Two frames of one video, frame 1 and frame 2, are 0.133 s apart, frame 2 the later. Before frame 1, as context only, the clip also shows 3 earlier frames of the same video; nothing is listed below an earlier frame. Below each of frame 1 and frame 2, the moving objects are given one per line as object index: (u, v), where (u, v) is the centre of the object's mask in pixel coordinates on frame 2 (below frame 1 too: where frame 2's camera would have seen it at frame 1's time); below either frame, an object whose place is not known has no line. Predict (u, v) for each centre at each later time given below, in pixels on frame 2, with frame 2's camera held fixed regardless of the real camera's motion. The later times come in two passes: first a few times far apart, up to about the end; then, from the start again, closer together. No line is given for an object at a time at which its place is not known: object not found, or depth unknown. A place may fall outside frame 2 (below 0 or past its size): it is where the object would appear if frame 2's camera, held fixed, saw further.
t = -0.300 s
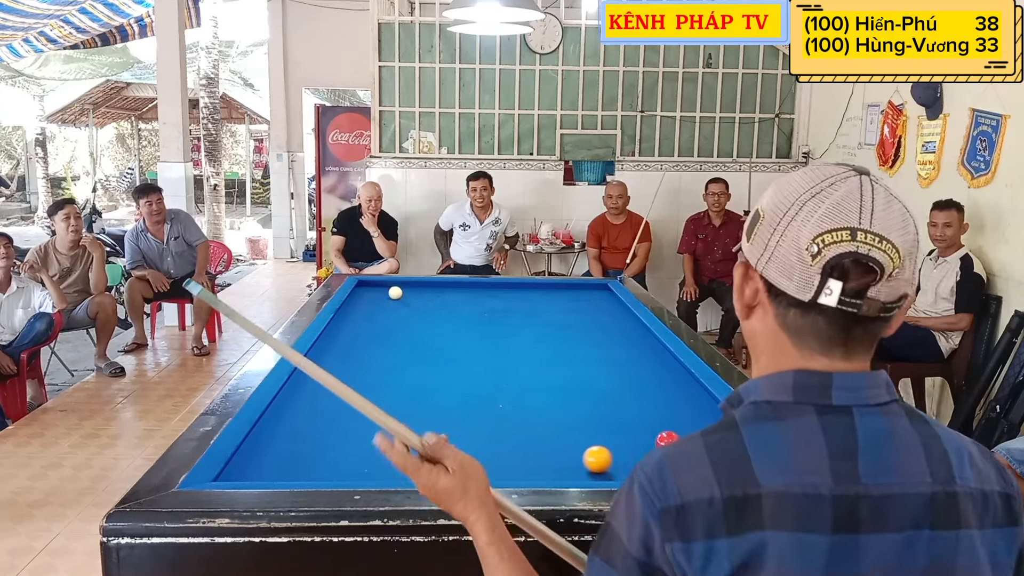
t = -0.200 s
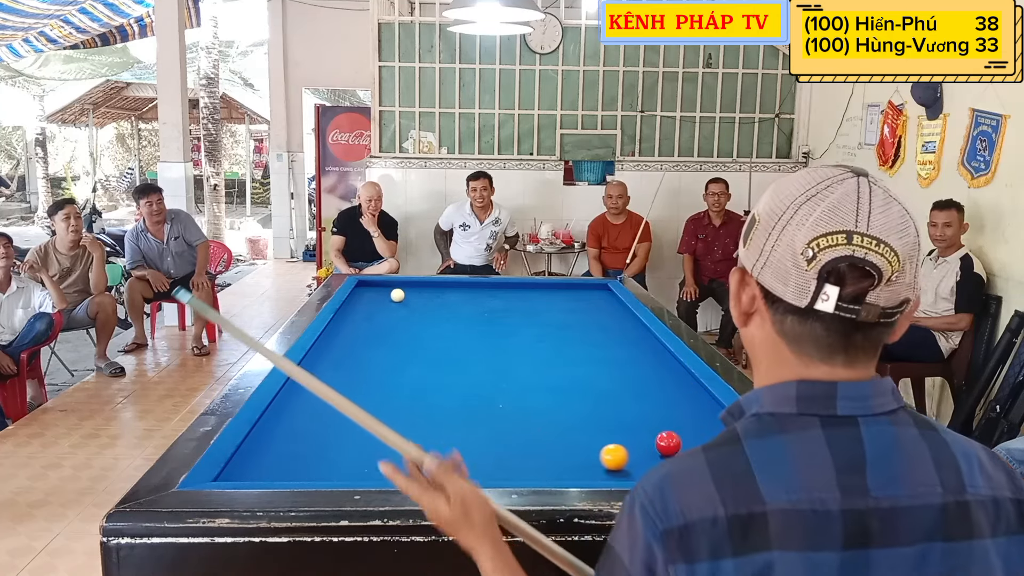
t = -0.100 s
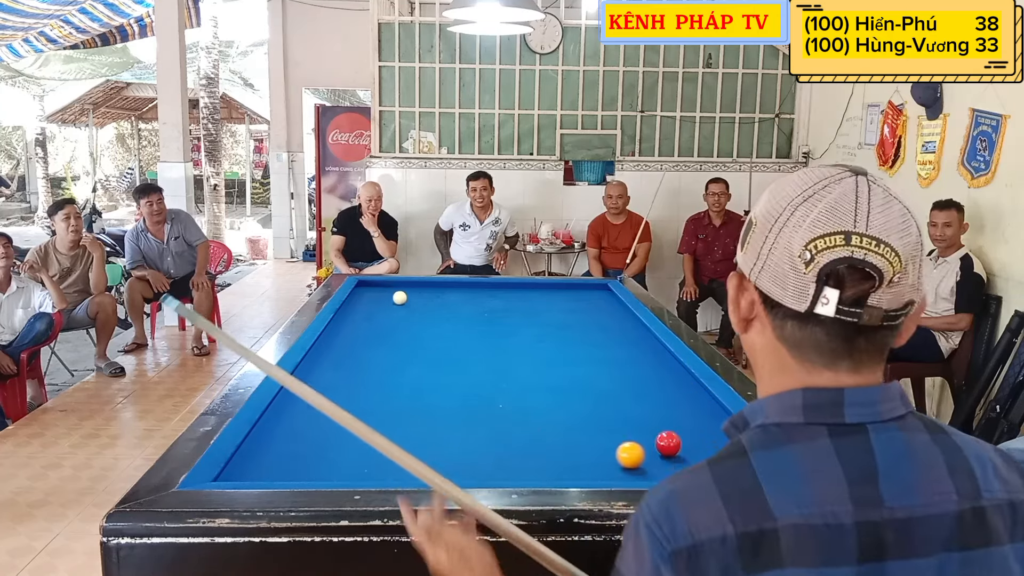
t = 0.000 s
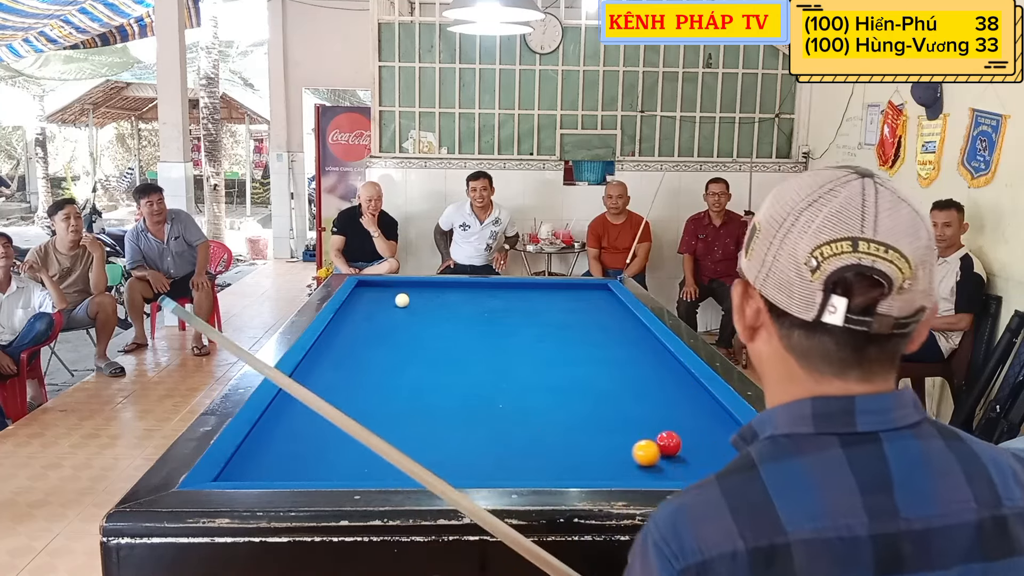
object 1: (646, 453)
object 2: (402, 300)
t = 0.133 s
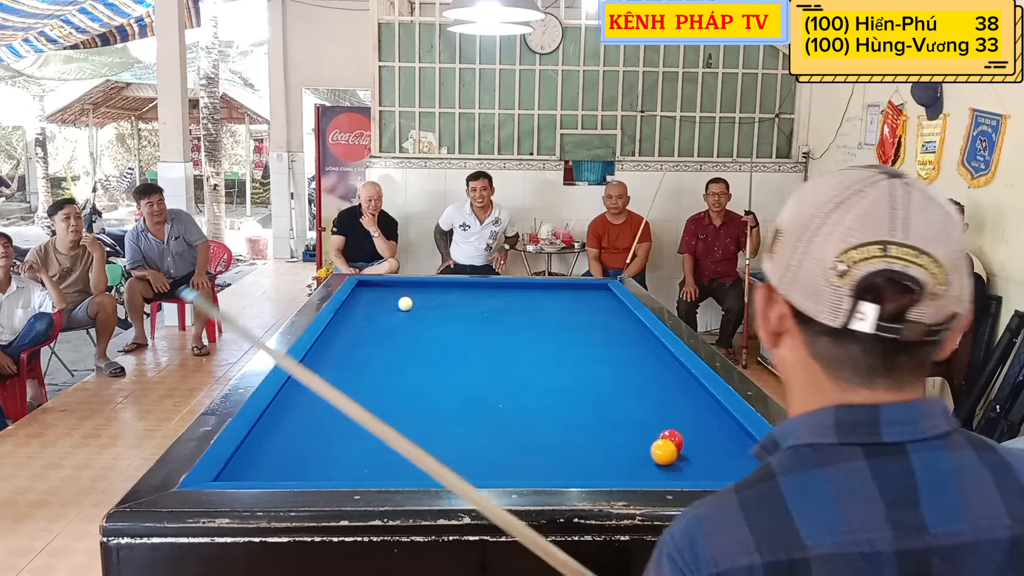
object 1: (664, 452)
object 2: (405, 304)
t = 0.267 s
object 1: (678, 453)
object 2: (408, 307)
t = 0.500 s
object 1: (702, 455)
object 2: (414, 314)
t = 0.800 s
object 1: (732, 458)
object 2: (423, 323)
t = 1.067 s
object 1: (758, 460)
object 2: (431, 331)
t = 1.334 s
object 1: (755, 460)
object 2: (439, 340)
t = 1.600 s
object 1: (746, 459)
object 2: (448, 349)
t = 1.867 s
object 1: (738, 459)
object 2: (457, 359)
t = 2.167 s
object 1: (730, 459)
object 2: (468, 371)
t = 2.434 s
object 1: (725, 458)
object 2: (479, 382)
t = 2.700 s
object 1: (721, 458)
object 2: (491, 393)
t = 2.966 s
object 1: (719, 458)
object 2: (503, 406)
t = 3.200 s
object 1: (718, 458)
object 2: (514, 417)
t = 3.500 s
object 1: (718, 458)
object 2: (530, 433)
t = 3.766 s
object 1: (718, 458)
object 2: (545, 447)
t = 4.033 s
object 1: (718, 458)
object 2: (560, 463)
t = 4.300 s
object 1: (718, 458)
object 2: (577, 474)
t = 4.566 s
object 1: (718, 458)
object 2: (581, 470)
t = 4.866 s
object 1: (718, 458)
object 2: (586, 463)
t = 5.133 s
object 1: (718, 458)
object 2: (589, 456)
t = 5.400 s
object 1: (718, 458)
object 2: (593, 451)
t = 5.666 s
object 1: (718, 458)
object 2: (596, 446)
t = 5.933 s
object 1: (718, 458)
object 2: (599, 442)
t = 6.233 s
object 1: (718, 458)
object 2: (603, 438)
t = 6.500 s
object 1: (718, 458)
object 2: (607, 435)
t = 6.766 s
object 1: (718, 458)
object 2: (610, 432)
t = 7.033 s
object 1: (718, 458)
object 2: (613, 430)
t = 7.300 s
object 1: (718, 458)
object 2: (615, 428)
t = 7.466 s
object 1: (718, 458)
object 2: (616, 427)
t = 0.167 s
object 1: (667, 453)
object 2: (406, 305)
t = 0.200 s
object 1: (671, 453)
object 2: (407, 306)
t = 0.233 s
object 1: (675, 453)
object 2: (408, 306)
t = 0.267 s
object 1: (678, 453)
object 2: (408, 307)
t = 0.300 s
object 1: (682, 454)
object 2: (409, 308)
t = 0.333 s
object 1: (685, 454)
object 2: (410, 309)
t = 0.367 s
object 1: (689, 454)
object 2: (411, 310)
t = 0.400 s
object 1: (692, 454)
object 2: (412, 311)
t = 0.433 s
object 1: (696, 455)
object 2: (413, 312)
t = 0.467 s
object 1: (699, 455)
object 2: (414, 313)
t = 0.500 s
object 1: (702, 455)
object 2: (414, 314)
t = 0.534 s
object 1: (706, 456)
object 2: (415, 315)
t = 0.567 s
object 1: (709, 456)
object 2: (416, 316)
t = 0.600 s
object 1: (714, 454)
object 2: (417, 317)
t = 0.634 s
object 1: (715, 455)
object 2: (418, 318)
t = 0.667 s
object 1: (719, 457)
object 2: (419, 319)
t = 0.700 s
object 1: (723, 457)
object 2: (420, 320)
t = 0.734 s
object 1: (726, 457)
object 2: (421, 321)
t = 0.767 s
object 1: (729, 458)
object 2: (422, 322)
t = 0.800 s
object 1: (732, 458)
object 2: (423, 323)
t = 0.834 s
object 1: (736, 458)
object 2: (423, 324)
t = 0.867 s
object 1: (739, 458)
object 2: (425, 325)
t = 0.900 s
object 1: (742, 459)
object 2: (426, 326)
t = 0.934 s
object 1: (745, 459)
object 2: (427, 327)
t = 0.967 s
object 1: (748, 459)
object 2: (428, 328)
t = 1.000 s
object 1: (752, 459)
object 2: (429, 329)
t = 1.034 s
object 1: (755, 459)
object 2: (430, 330)
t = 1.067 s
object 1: (758, 460)
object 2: (431, 331)
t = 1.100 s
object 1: (761, 460)
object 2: (431, 332)
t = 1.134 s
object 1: (763, 460)
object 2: (433, 333)
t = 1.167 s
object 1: (762, 460)
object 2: (434, 334)
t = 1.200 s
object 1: (761, 460)
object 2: (435, 335)
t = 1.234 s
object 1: (759, 460)
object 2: (436, 337)
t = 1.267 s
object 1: (758, 460)
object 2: (437, 338)
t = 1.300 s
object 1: (757, 460)
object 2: (438, 339)
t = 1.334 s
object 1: (755, 460)
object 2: (439, 340)
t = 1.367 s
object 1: (754, 460)
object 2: (440, 341)
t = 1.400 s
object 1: (753, 460)
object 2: (441, 342)
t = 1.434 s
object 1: (752, 460)
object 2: (442, 343)
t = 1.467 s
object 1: (751, 459)
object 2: (443, 344)
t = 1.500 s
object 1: (749, 460)
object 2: (444, 346)
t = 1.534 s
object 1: (748, 459)
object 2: (445, 347)
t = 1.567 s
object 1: (747, 459)
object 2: (446, 348)
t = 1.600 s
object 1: (746, 459)
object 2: (448, 349)
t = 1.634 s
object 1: (745, 459)
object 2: (449, 350)
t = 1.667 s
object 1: (744, 459)
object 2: (450, 352)
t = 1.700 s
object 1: (743, 459)
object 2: (451, 353)
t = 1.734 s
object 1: (742, 459)
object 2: (452, 354)
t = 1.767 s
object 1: (741, 459)
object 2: (453, 355)
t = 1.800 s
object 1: (740, 459)
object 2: (455, 357)
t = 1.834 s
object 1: (738, 459)
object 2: (456, 358)
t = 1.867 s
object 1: (738, 459)
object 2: (457, 359)
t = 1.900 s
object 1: (737, 459)
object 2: (458, 360)
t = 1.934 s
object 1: (736, 459)
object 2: (459, 362)
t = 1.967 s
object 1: (735, 459)
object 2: (461, 363)
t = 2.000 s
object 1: (734, 459)
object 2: (462, 364)
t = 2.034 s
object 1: (733, 459)
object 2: (463, 366)
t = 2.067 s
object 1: (732, 459)
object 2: (464, 367)
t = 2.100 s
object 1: (731, 459)
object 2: (466, 368)
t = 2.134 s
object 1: (731, 459)
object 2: (467, 369)
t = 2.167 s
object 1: (730, 459)
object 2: (468, 371)
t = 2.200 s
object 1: (729, 458)
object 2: (470, 372)
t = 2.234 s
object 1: (728, 459)
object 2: (471, 373)
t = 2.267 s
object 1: (728, 459)
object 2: (472, 375)
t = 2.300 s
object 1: (727, 459)
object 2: (474, 376)
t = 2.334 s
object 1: (727, 458)
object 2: (475, 377)
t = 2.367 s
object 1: (726, 458)
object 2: (476, 379)
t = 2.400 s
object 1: (725, 458)
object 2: (478, 380)
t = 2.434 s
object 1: (725, 458)
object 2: (479, 382)
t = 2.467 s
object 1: (724, 458)
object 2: (481, 383)
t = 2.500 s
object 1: (724, 458)
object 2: (482, 385)
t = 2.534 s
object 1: (723, 458)
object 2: (483, 386)
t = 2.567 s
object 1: (723, 458)
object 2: (485, 387)
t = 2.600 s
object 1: (723, 458)
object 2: (486, 389)
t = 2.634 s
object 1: (722, 458)
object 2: (488, 390)
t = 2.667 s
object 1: (722, 458)
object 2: (489, 392)
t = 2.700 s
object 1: (721, 458)
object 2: (491, 393)
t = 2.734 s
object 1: (721, 458)
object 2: (492, 395)
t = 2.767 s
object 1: (720, 458)
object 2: (494, 396)
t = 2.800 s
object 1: (720, 458)
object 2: (495, 398)
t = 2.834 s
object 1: (720, 458)
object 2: (497, 399)
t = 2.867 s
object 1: (719, 458)
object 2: (498, 401)
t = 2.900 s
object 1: (719, 458)
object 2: (500, 403)
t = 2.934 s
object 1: (719, 458)
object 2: (501, 404)
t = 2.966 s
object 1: (719, 458)
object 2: (503, 406)
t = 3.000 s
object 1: (719, 458)
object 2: (505, 407)
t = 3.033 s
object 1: (719, 458)
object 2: (506, 409)
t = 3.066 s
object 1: (718, 458)
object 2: (508, 411)
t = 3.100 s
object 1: (718, 458)
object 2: (510, 412)
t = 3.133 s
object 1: (718, 458)
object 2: (511, 414)
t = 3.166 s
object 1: (718, 458)
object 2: (513, 415)
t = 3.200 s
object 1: (718, 458)
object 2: (514, 417)
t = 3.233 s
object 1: (718, 458)
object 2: (516, 419)
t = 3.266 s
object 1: (718, 458)
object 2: (518, 420)
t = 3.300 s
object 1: (718, 458)
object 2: (519, 422)
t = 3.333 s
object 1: (718, 458)
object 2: (521, 424)
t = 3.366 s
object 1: (718, 458)
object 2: (523, 426)
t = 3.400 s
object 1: (718, 458)
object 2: (525, 427)
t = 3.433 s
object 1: (718, 458)
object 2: (526, 429)
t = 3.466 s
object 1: (718, 458)
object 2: (528, 431)
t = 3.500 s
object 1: (718, 458)
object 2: (530, 433)
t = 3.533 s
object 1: (718, 458)
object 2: (532, 434)
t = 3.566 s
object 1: (718, 458)
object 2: (533, 436)
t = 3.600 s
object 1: (718, 458)
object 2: (535, 438)
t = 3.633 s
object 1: (718, 458)
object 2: (537, 440)
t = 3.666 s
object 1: (718, 458)
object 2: (539, 442)
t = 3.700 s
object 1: (718, 458)
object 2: (541, 444)
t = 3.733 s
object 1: (718, 458)
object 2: (543, 445)
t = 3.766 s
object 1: (718, 458)
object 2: (545, 447)
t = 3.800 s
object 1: (718, 458)
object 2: (547, 449)
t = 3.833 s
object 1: (718, 458)
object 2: (549, 451)
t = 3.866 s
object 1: (718, 458)
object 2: (550, 453)
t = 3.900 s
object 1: (718, 458)
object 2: (552, 455)
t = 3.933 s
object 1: (718, 458)
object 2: (554, 457)
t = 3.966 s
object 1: (718, 458)
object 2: (556, 459)
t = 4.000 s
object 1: (718, 458)
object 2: (558, 461)
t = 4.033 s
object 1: (718, 458)
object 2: (560, 463)
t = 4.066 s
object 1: (718, 458)
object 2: (562, 465)
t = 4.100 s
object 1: (718, 458)
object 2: (564, 467)
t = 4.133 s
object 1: (718, 458)
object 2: (566, 468)
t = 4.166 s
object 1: (718, 458)
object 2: (568, 470)
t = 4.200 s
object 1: (718, 458)
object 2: (571, 471)
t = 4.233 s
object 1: (718, 458)
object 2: (573, 472)
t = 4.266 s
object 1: (718, 458)
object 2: (575, 473)
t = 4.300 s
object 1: (718, 458)
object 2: (577, 474)
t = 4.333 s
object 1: (718, 458)
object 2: (578, 474)
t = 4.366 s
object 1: (718, 458)
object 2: (578, 473)
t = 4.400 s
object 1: (718, 458)
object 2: (579, 473)
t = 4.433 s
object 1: (718, 458)
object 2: (579, 472)
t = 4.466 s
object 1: (718, 458)
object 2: (580, 472)
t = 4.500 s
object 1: (718, 458)
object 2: (580, 471)
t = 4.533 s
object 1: (718, 458)
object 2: (581, 471)
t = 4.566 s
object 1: (718, 458)
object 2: (581, 470)
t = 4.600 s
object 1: (718, 458)
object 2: (582, 470)
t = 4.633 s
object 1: (718, 458)
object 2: (582, 469)
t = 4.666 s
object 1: (718, 458)
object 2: (583, 468)
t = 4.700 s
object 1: (718, 458)
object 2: (583, 467)
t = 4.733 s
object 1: (718, 458)
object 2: (584, 467)
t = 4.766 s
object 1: (718, 458)
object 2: (584, 466)
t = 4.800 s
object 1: (718, 458)
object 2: (585, 465)
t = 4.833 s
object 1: (718, 458)
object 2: (585, 464)
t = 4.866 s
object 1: (718, 458)
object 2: (586, 463)
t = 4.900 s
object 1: (718, 458)
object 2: (586, 462)
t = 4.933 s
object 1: (718, 458)
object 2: (587, 461)
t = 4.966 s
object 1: (718, 458)
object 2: (587, 460)
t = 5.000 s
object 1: (718, 458)
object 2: (588, 460)
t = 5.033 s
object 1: (718, 458)
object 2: (588, 459)
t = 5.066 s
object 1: (718, 458)
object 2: (589, 458)
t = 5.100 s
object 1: (718, 458)
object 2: (589, 457)
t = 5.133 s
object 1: (718, 458)
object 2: (589, 456)
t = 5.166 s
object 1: (718, 458)
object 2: (590, 456)
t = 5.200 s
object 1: (718, 458)
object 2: (590, 455)
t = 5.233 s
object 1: (718, 458)
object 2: (591, 454)
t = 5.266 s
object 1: (718, 458)
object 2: (591, 453)
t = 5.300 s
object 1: (718, 458)
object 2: (592, 453)
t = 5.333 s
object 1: (718, 458)
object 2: (592, 452)
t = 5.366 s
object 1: (718, 458)
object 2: (593, 451)
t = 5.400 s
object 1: (718, 458)
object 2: (593, 451)
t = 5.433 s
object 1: (718, 458)
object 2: (594, 450)
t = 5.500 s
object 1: (718, 458)
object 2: (594, 449)
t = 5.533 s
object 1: (718, 458)
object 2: (594, 449)
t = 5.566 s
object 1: (718, 458)
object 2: (595, 448)
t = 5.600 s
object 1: (718, 458)
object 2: (595, 447)
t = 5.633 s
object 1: (718, 458)
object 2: (596, 447)
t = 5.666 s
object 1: (718, 458)
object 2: (596, 446)
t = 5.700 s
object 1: (718, 458)
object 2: (596, 446)
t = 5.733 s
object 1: (718, 458)
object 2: (597, 445)
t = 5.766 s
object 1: (718, 458)
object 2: (597, 445)
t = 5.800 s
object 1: (718, 458)
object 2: (598, 444)
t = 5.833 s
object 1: (718, 458)
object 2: (598, 444)
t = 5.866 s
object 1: (718, 458)
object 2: (598, 443)
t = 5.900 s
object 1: (718, 458)
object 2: (599, 442)
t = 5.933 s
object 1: (718, 458)
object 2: (599, 442)
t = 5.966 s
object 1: (718, 458)
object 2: (600, 441)
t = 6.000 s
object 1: (718, 458)
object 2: (600, 441)
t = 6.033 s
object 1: (718, 458)
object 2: (600, 440)
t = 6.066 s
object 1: (718, 458)
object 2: (601, 440)
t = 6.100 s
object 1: (718, 458)
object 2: (601, 439)
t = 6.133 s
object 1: (718, 458)
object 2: (602, 439)
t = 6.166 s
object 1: (718, 458)
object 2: (602, 439)
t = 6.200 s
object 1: (718, 458)
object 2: (603, 438)
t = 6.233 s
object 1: (718, 458)
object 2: (603, 438)
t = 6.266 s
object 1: (718, 458)
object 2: (604, 437)
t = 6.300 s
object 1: (718, 458)
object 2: (604, 437)
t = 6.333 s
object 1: (718, 458)
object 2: (605, 436)
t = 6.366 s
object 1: (718, 458)
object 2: (605, 436)
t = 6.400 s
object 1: (718, 458)
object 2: (606, 436)
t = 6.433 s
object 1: (718, 458)
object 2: (606, 435)
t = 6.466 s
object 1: (718, 458)
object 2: (606, 435)
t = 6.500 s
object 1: (718, 458)
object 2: (607, 435)
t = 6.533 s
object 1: (718, 458)
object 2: (607, 434)
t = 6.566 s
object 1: (718, 458)
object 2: (608, 434)
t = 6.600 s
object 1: (718, 458)
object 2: (608, 434)
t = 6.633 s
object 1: (718, 458)
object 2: (609, 433)
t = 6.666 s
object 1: (718, 458)
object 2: (609, 433)
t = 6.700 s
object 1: (718, 458)
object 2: (609, 433)
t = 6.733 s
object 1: (718, 458)
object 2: (610, 432)
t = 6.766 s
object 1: (718, 458)
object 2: (610, 432)
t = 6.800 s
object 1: (718, 458)
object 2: (610, 432)
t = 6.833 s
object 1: (718, 458)
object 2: (611, 432)
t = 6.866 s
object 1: (718, 458)
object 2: (611, 431)
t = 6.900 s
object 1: (718, 458)
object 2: (612, 431)
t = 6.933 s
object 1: (718, 458)
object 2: (612, 431)
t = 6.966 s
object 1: (718, 458)
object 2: (612, 431)
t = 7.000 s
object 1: (718, 458)
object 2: (613, 430)
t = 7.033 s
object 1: (718, 458)
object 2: (613, 430)
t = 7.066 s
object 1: (718, 458)
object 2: (613, 430)
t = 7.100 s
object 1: (718, 458)
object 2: (613, 429)
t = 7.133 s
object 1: (718, 458)
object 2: (614, 429)
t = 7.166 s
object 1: (718, 458)
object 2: (614, 429)
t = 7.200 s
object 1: (718, 458)
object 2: (614, 429)
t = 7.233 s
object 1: (718, 458)
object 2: (614, 429)
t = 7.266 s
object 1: (718, 458)
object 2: (615, 428)
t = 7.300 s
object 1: (718, 458)
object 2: (615, 428)
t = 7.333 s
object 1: (718, 458)
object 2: (615, 428)
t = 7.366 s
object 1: (718, 458)
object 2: (615, 428)
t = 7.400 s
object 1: (718, 458)
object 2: (616, 428)
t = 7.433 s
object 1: (718, 458)
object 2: (616, 428)
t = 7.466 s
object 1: (718, 458)
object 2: (616, 427)
